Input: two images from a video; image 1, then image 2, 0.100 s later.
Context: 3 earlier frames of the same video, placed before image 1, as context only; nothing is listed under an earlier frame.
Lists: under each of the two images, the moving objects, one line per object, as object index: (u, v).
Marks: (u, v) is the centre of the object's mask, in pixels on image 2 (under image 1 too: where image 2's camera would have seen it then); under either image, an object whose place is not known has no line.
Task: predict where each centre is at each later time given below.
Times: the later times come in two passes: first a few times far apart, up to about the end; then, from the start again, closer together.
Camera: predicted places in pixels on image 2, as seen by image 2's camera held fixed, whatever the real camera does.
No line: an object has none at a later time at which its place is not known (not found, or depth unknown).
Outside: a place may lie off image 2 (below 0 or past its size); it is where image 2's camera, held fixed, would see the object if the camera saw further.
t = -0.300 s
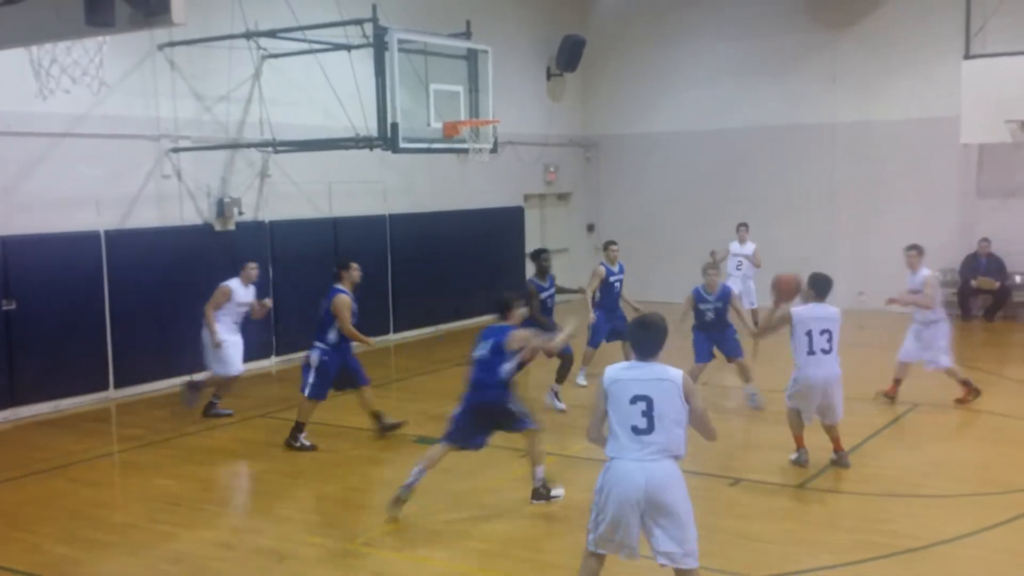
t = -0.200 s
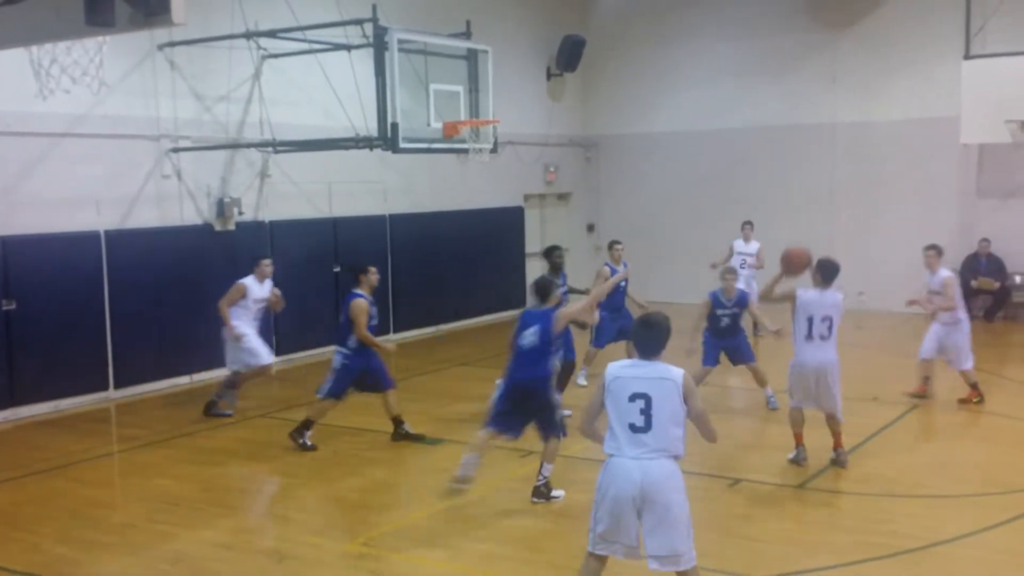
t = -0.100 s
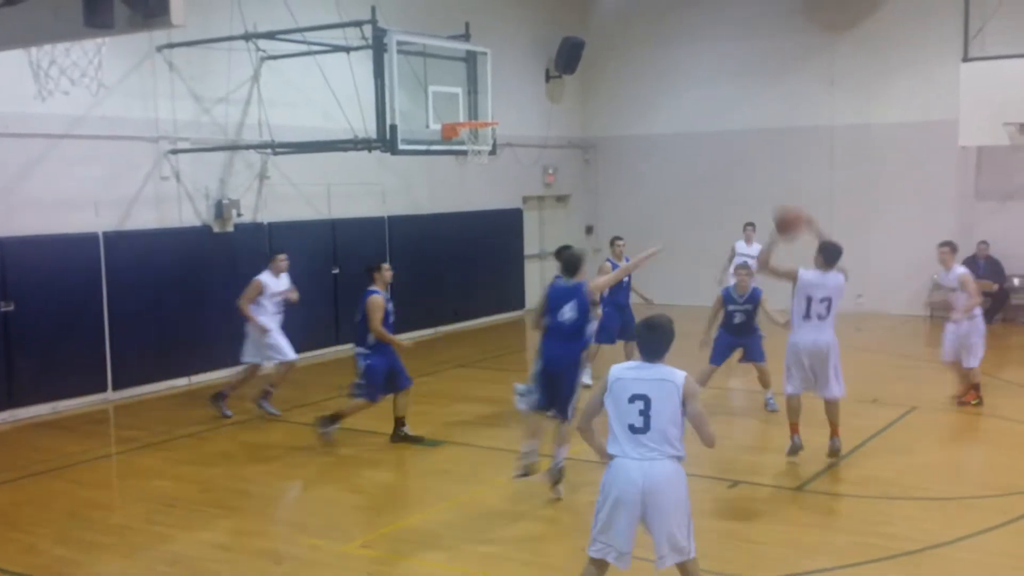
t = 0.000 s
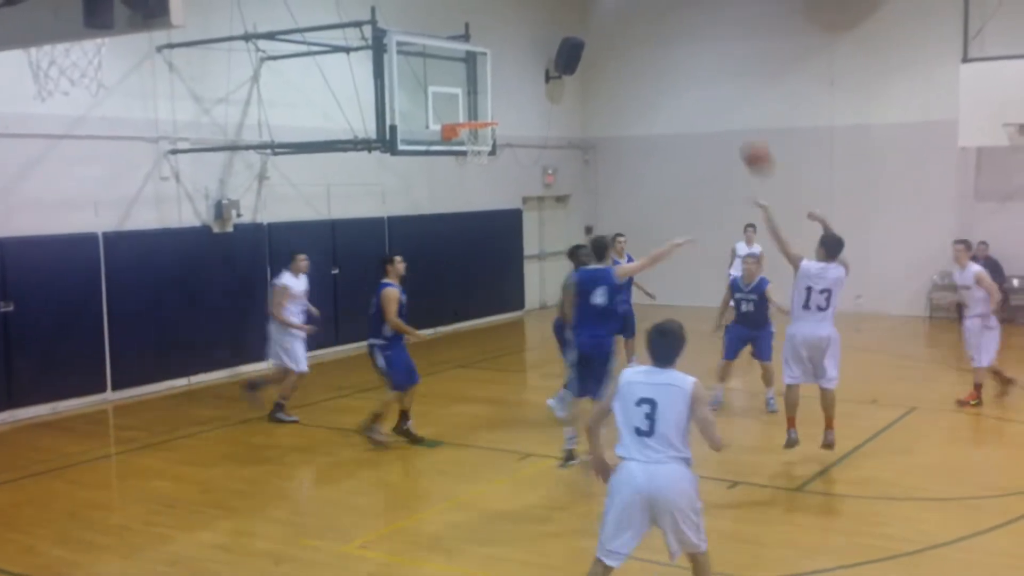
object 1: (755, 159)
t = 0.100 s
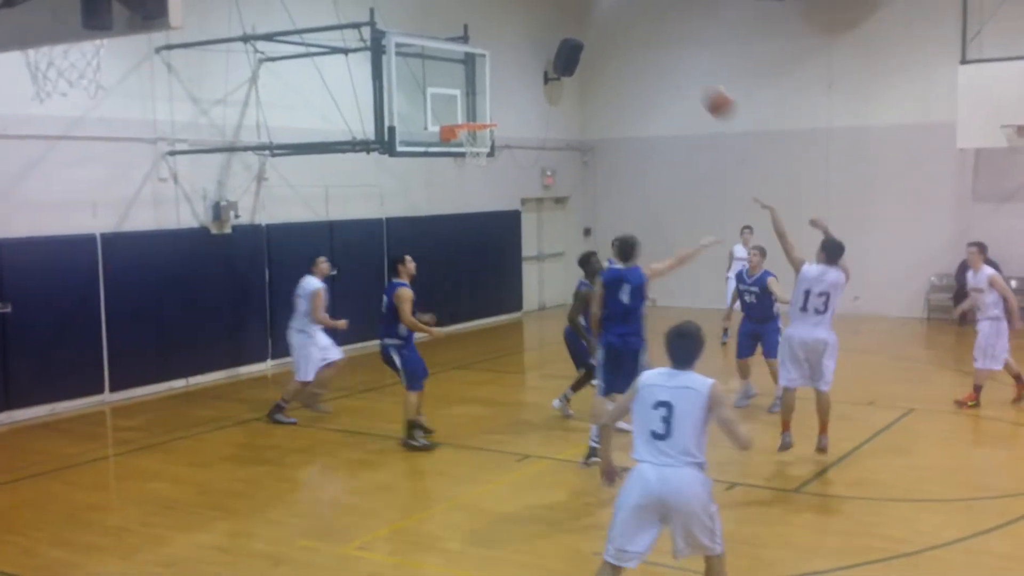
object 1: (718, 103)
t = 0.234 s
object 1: (673, 48)
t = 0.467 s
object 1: (600, 10)
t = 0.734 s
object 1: (528, 35)
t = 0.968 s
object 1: (472, 110)
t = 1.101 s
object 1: (463, 148)
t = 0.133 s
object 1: (707, 87)
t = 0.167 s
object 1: (695, 73)
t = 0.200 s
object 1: (684, 61)
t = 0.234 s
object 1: (673, 48)
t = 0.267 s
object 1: (662, 39)
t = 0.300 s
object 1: (651, 31)
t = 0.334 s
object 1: (640, 24)
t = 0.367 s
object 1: (631, 19)
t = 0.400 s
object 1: (620, 14)
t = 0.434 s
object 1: (609, 11)
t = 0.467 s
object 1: (600, 10)
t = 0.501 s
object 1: (591, 8)
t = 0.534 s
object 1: (581, 9)
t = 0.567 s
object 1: (572, 11)
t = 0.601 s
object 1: (563, 14)
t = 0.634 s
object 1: (555, 17)
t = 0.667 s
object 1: (544, 23)
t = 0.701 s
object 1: (536, 29)
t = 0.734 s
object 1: (528, 35)
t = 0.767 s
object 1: (520, 43)
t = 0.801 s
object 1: (509, 53)
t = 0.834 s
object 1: (501, 65)
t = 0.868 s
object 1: (495, 74)
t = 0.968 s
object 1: (472, 110)
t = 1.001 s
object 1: (466, 119)
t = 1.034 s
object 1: (461, 137)
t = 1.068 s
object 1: (462, 143)
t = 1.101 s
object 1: (463, 148)
